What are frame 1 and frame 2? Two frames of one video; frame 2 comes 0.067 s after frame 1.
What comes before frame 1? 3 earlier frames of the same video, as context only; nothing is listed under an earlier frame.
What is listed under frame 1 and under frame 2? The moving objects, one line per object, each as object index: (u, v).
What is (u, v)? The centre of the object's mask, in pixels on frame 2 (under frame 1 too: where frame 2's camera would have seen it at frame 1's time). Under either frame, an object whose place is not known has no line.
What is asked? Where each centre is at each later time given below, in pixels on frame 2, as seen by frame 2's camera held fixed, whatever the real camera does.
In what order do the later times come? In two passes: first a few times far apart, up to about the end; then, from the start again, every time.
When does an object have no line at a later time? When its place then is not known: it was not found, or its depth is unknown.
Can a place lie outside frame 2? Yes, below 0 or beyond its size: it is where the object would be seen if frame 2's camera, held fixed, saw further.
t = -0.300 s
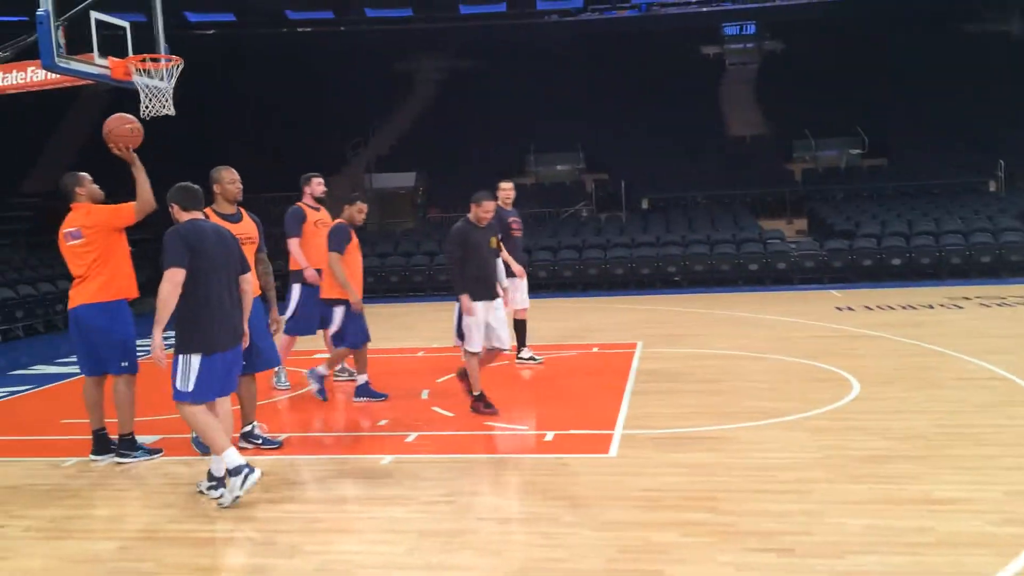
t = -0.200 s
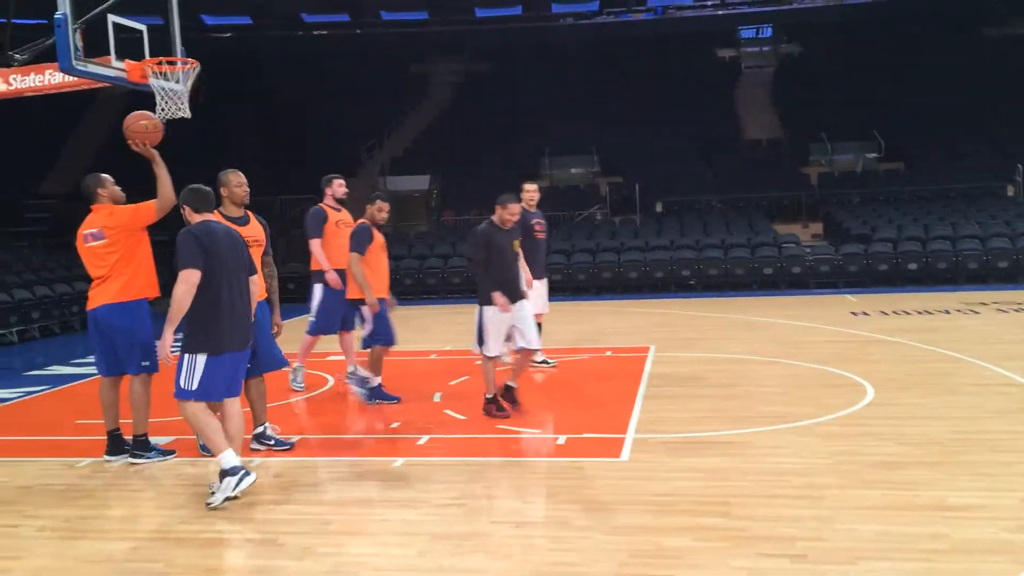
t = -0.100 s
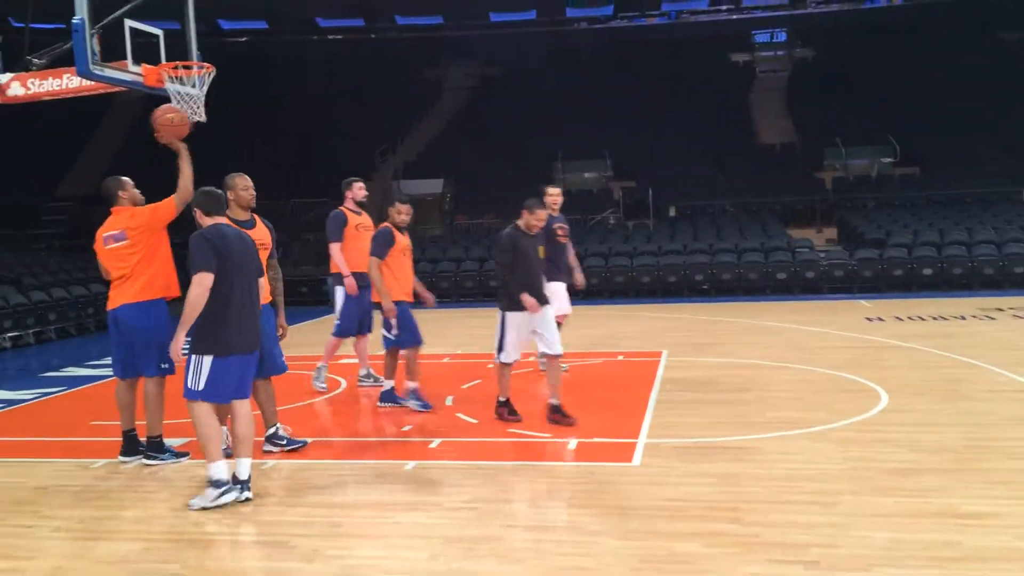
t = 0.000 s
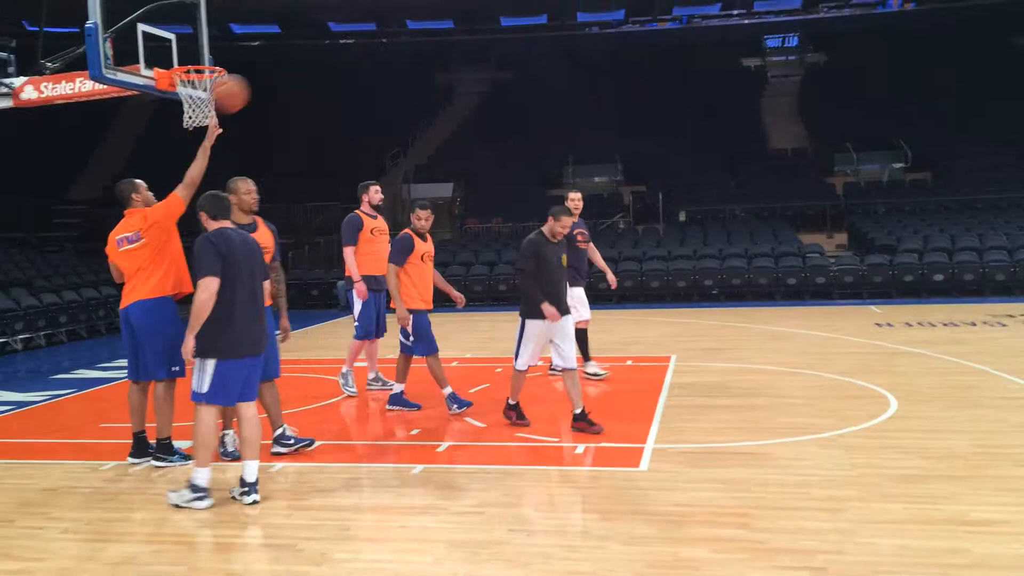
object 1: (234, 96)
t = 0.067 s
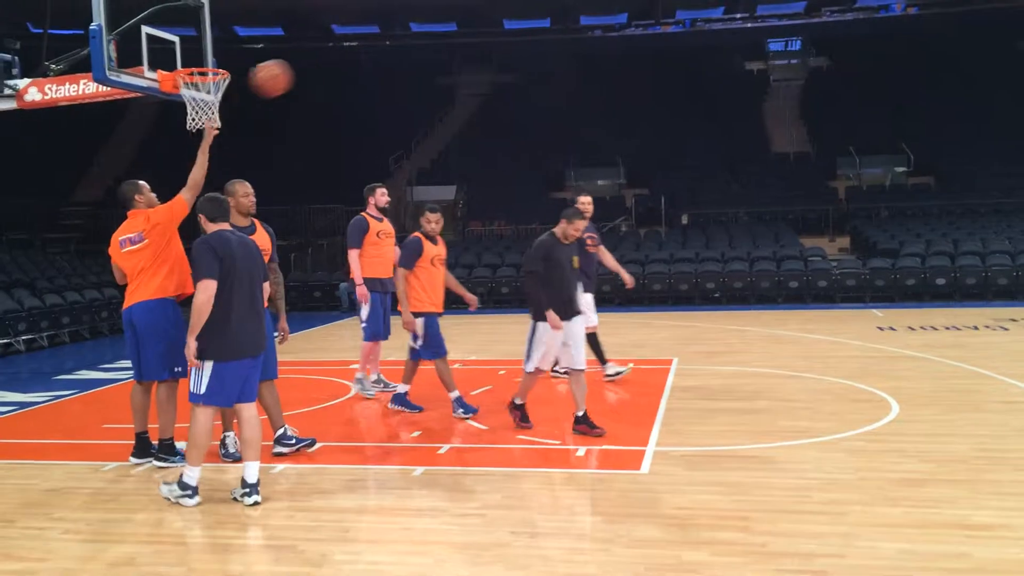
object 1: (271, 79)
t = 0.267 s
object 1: (385, 66)
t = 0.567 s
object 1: (540, 145)
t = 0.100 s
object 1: (290, 72)
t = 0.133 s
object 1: (309, 68)
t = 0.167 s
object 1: (329, 65)
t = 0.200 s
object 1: (347, 64)
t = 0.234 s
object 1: (366, 65)
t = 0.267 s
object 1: (385, 66)
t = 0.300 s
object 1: (403, 69)
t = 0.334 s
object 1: (421, 73)
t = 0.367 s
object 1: (438, 80)
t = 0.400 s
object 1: (457, 88)
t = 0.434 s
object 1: (473, 96)
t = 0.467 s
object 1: (489, 107)
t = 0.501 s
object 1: (507, 118)
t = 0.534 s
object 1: (523, 131)
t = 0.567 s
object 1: (540, 145)
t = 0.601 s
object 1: (555, 160)
